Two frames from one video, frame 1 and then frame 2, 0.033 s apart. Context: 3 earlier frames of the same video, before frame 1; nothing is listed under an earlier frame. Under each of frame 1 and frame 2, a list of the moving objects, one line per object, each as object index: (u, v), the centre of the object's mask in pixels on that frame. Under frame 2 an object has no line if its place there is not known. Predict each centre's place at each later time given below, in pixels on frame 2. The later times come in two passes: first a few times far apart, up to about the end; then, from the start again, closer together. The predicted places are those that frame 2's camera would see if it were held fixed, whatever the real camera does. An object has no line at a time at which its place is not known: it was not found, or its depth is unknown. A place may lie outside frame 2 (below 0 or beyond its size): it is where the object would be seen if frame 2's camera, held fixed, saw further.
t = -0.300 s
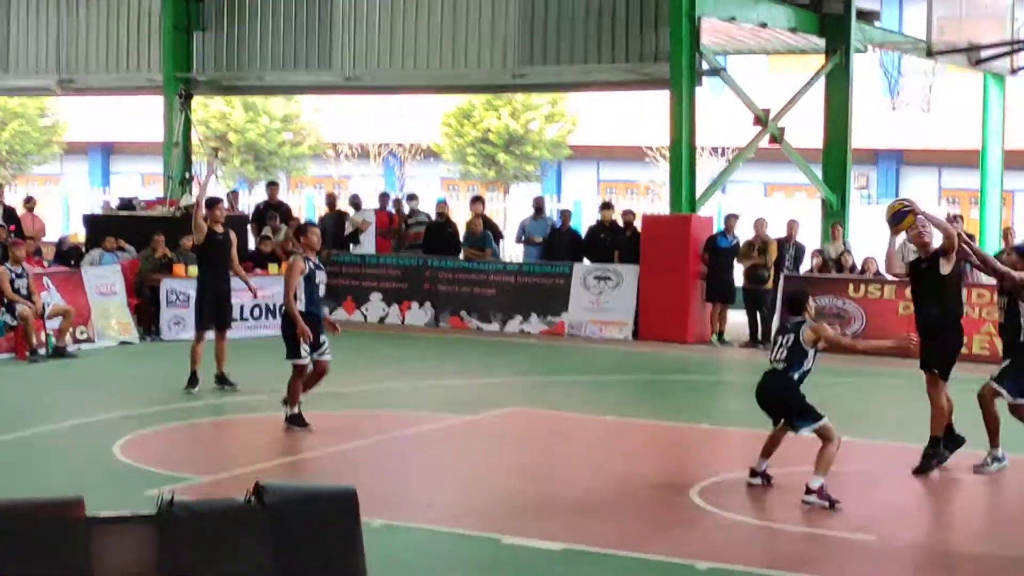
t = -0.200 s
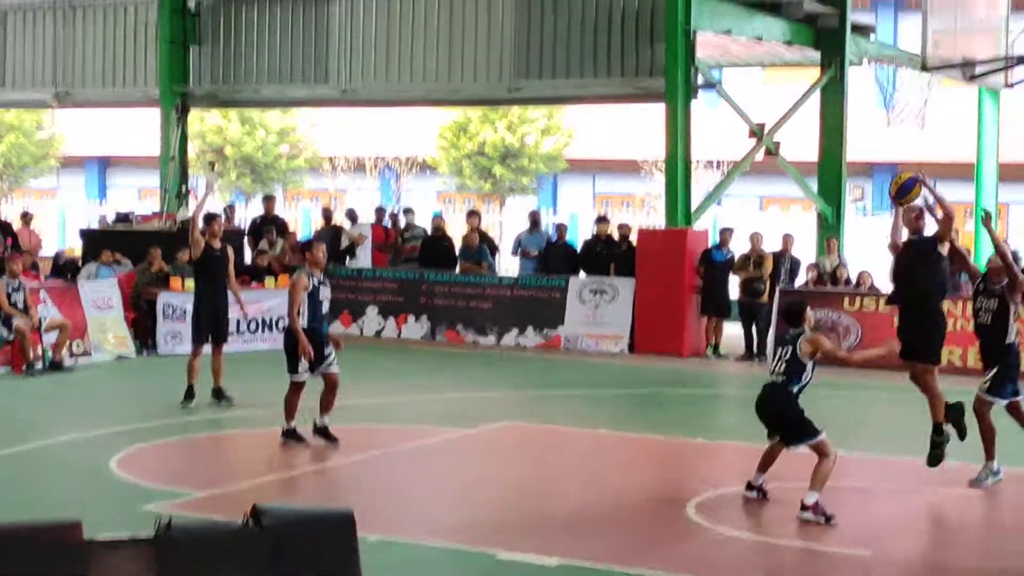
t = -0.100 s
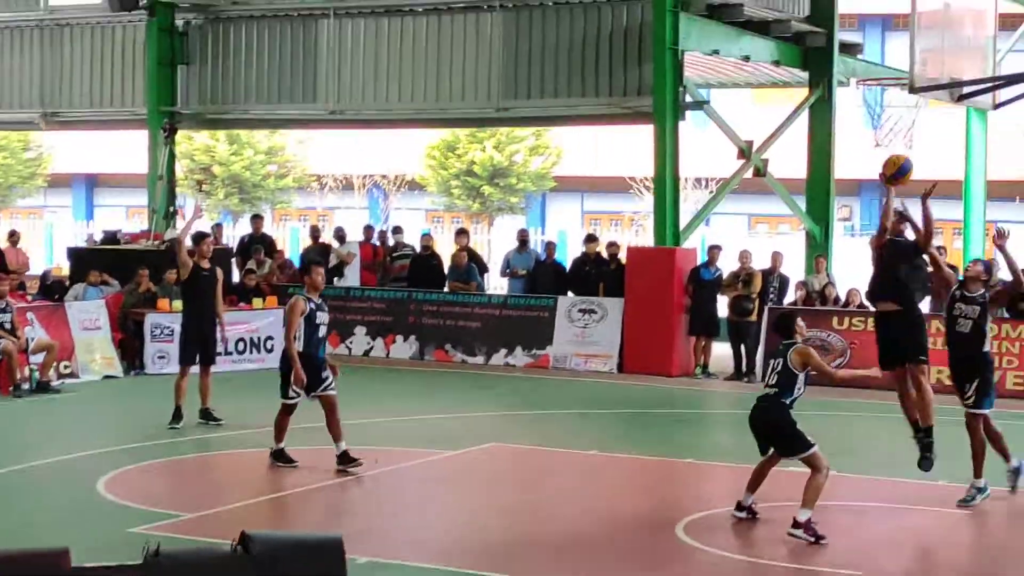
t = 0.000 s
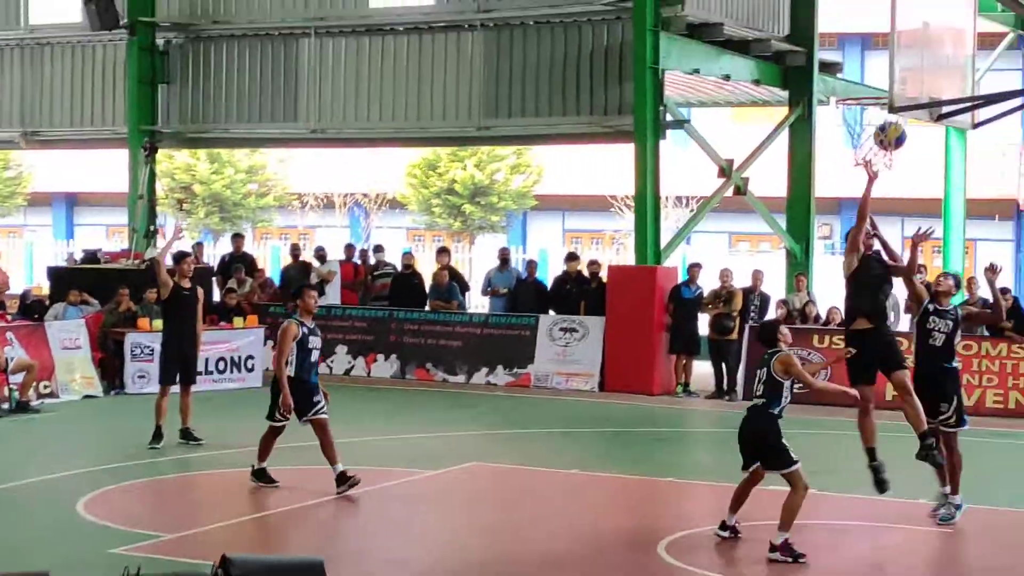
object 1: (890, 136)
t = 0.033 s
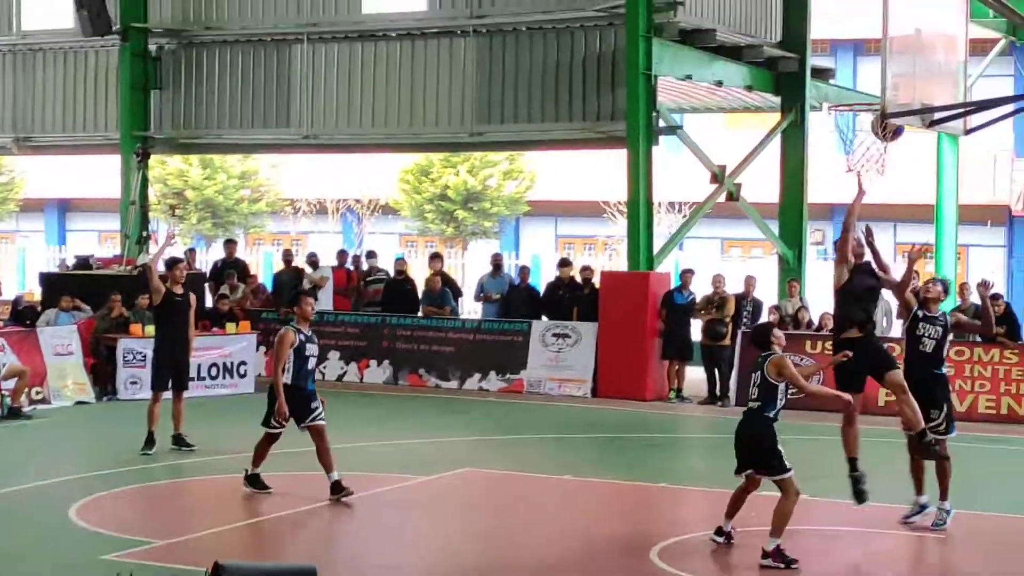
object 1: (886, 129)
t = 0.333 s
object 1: (883, 55)
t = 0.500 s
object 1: (851, 85)
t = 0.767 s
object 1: (881, 112)
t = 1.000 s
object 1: (847, 156)
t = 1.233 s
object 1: (844, 201)
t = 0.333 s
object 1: (883, 55)
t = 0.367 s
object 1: (879, 58)
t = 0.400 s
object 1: (875, 63)
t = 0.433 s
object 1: (869, 68)
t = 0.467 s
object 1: (861, 75)
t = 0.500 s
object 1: (851, 85)
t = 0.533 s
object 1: (846, 92)
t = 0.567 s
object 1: (852, 90)
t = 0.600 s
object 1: (858, 89)
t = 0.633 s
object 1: (864, 91)
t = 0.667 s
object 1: (870, 94)
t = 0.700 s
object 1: (874, 98)
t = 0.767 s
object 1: (881, 112)
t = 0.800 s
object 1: (877, 118)
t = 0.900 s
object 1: (857, 144)
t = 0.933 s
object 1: (852, 152)
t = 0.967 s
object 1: (849, 154)
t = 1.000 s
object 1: (847, 156)
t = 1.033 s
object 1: (846, 157)
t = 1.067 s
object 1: (846, 161)
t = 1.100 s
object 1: (846, 165)
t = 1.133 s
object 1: (845, 171)
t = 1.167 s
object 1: (845, 179)
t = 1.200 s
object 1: (845, 190)
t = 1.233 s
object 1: (844, 201)
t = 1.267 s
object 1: (844, 214)
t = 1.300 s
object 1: (843, 228)
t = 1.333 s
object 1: (842, 245)
